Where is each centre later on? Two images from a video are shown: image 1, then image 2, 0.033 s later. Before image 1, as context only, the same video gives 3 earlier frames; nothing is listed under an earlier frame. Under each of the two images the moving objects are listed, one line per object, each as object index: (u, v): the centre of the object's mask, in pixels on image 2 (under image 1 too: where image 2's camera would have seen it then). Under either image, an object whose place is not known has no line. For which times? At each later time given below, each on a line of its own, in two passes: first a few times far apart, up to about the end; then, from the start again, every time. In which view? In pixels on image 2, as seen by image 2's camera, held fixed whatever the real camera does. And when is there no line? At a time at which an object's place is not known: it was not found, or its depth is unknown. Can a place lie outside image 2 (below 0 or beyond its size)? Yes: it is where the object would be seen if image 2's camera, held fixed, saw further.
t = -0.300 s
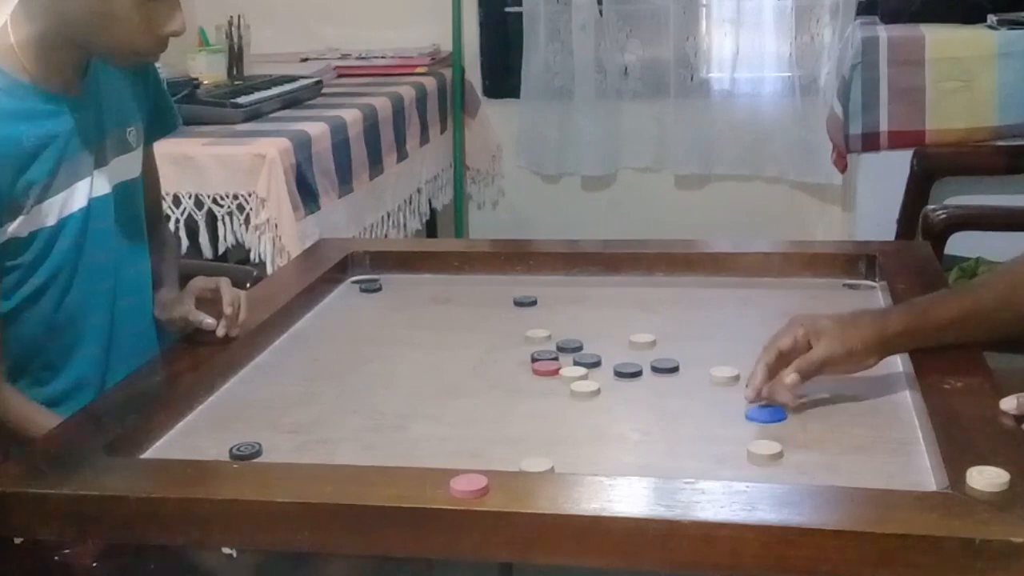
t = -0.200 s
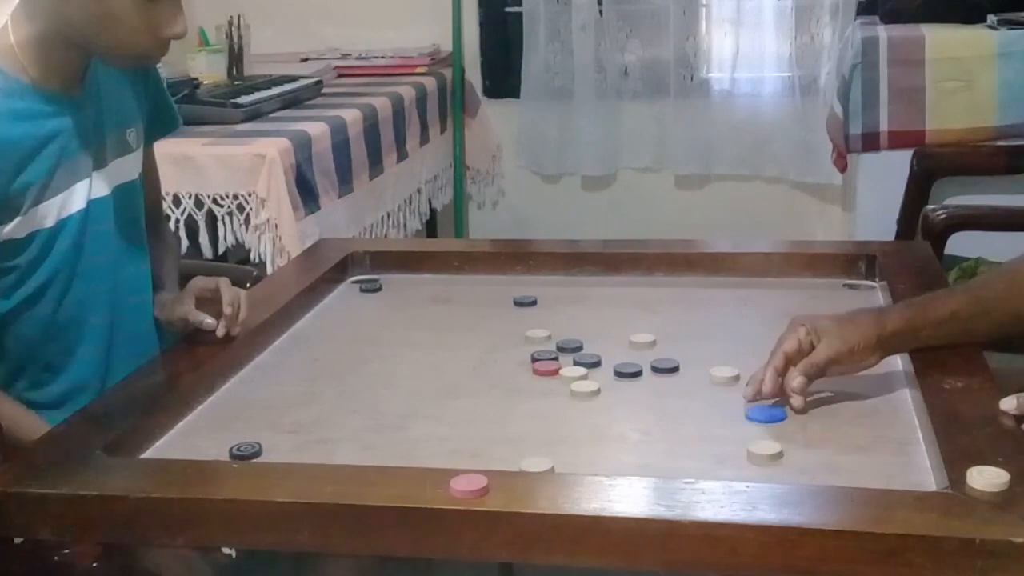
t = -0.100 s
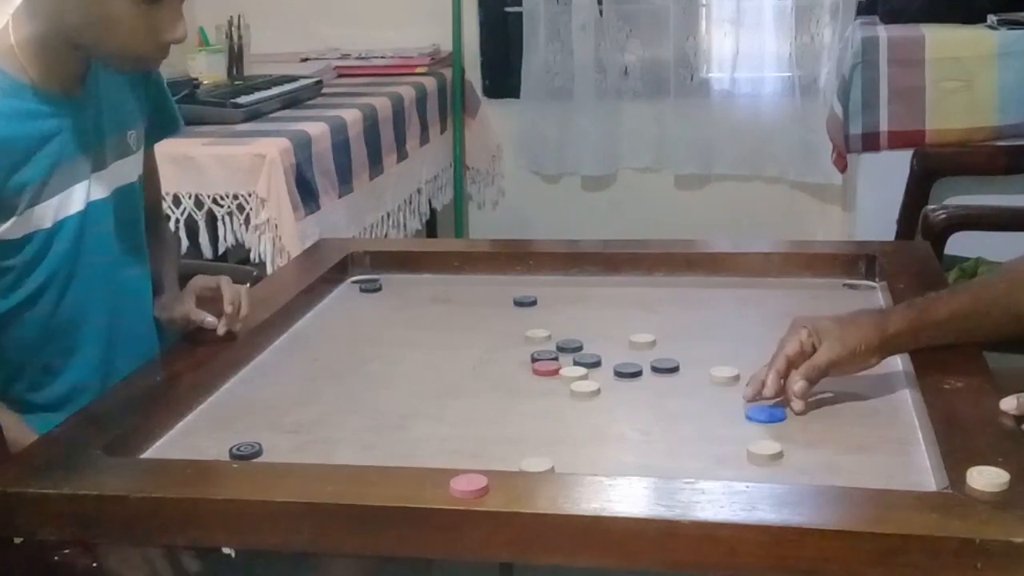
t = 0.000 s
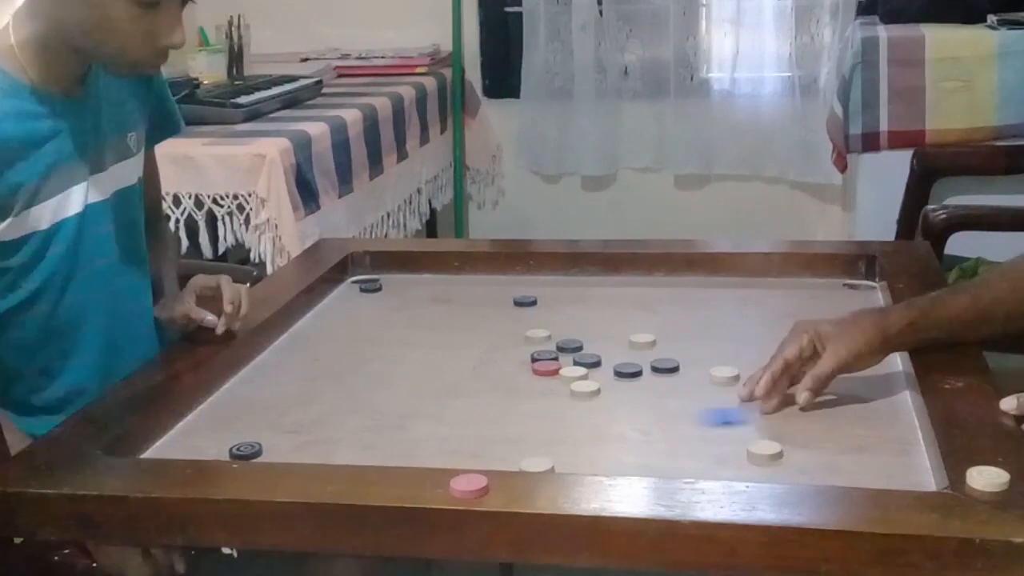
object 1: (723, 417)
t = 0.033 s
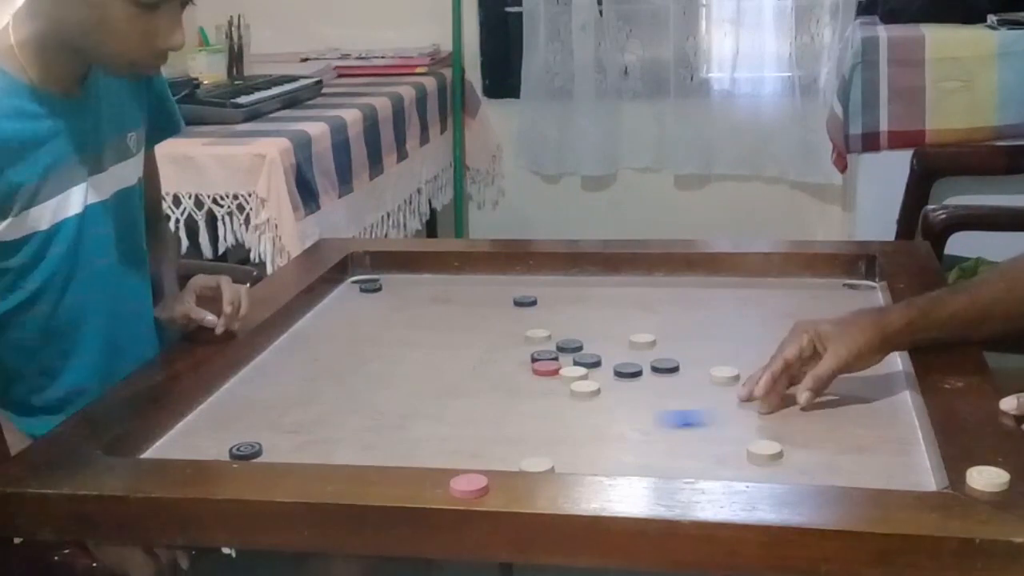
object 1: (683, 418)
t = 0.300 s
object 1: (389, 437)
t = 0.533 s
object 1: (246, 441)
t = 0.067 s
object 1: (645, 421)
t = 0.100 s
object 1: (603, 424)
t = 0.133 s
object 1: (566, 425)
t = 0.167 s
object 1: (531, 428)
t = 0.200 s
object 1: (492, 431)
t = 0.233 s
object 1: (458, 433)
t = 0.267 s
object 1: (421, 435)
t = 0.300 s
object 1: (389, 437)
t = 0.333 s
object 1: (355, 440)
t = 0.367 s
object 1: (321, 443)
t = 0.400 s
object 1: (290, 445)
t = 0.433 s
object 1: (273, 444)
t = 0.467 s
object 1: (263, 443)
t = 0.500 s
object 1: (254, 442)
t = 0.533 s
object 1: (246, 441)
